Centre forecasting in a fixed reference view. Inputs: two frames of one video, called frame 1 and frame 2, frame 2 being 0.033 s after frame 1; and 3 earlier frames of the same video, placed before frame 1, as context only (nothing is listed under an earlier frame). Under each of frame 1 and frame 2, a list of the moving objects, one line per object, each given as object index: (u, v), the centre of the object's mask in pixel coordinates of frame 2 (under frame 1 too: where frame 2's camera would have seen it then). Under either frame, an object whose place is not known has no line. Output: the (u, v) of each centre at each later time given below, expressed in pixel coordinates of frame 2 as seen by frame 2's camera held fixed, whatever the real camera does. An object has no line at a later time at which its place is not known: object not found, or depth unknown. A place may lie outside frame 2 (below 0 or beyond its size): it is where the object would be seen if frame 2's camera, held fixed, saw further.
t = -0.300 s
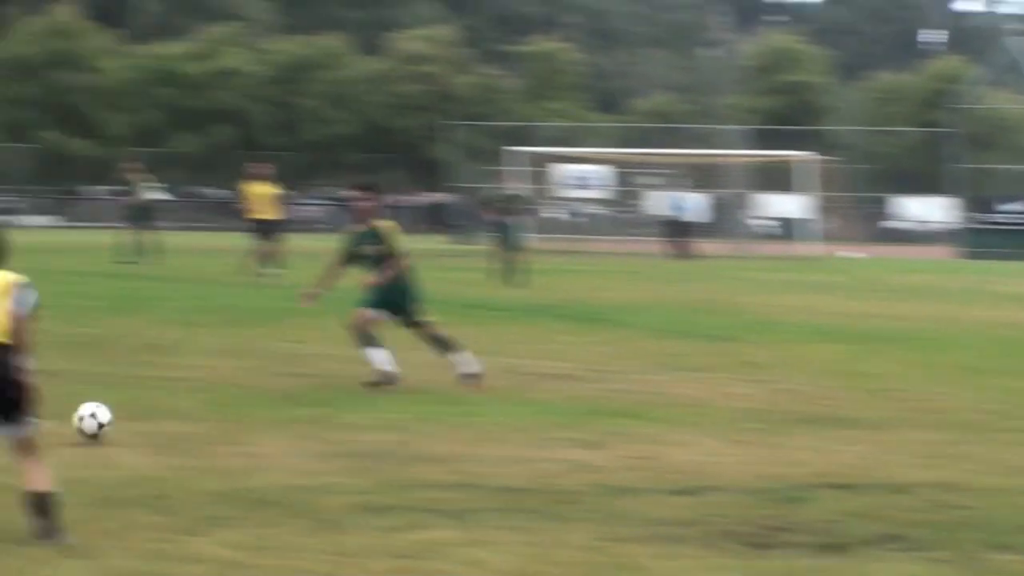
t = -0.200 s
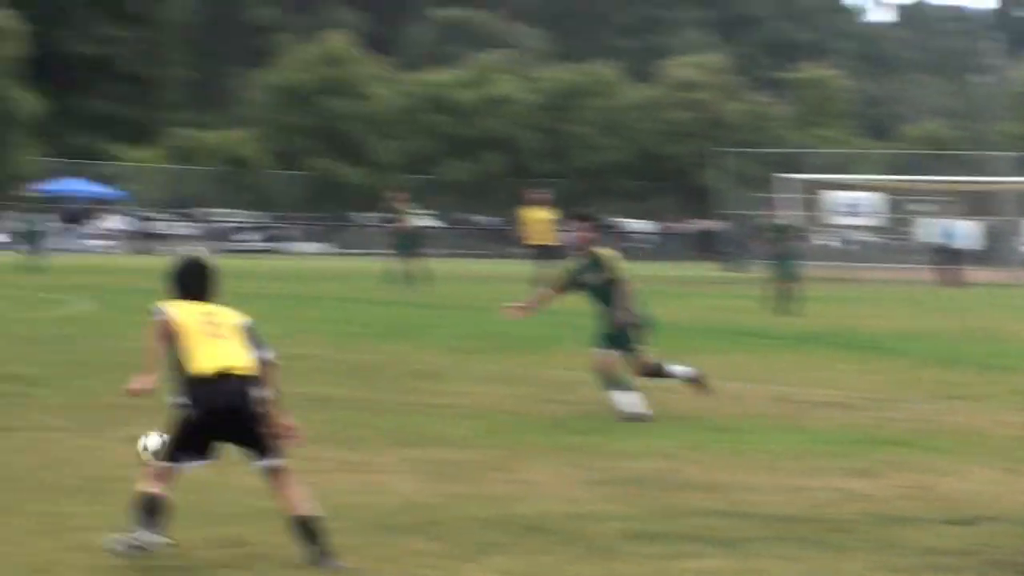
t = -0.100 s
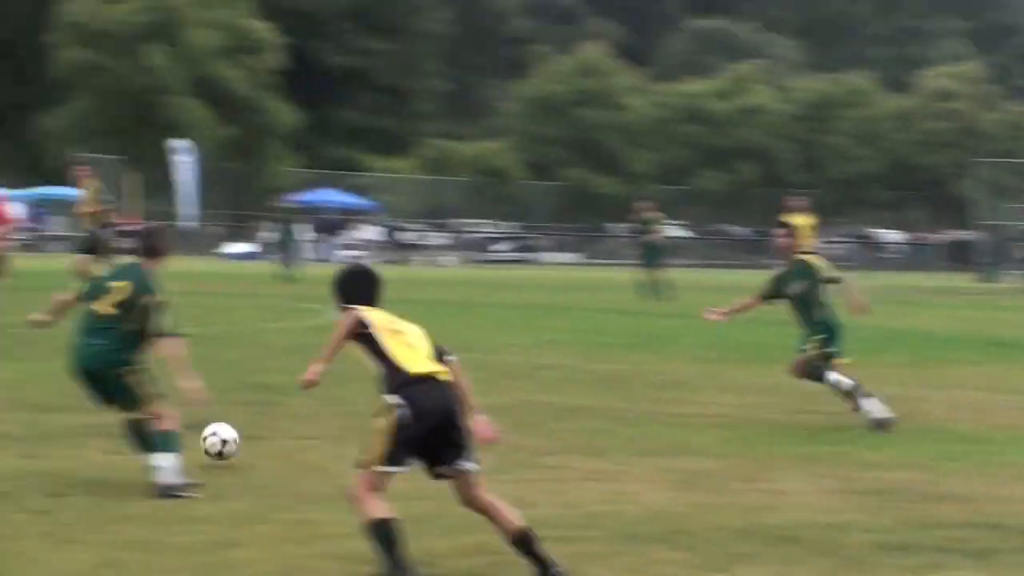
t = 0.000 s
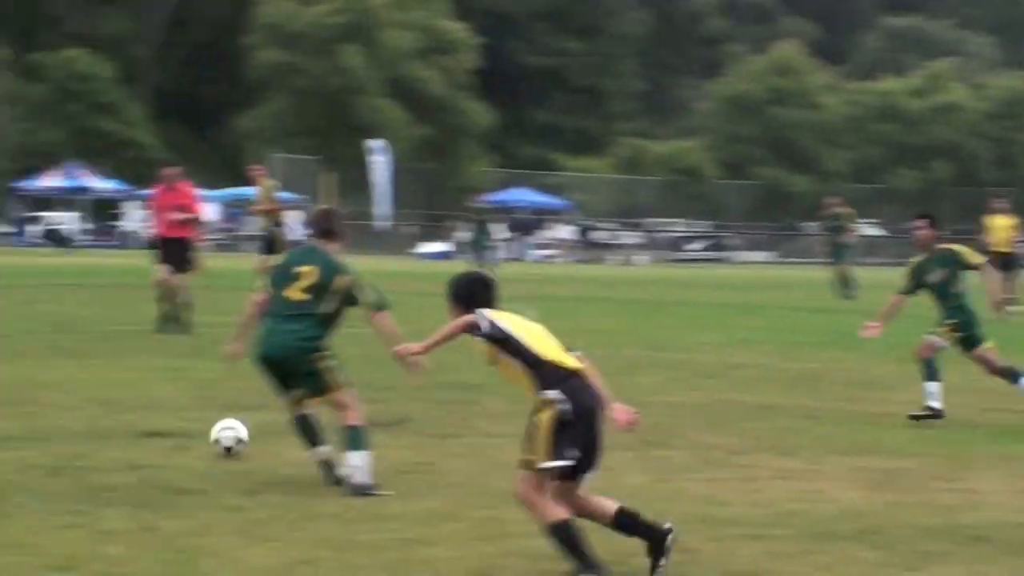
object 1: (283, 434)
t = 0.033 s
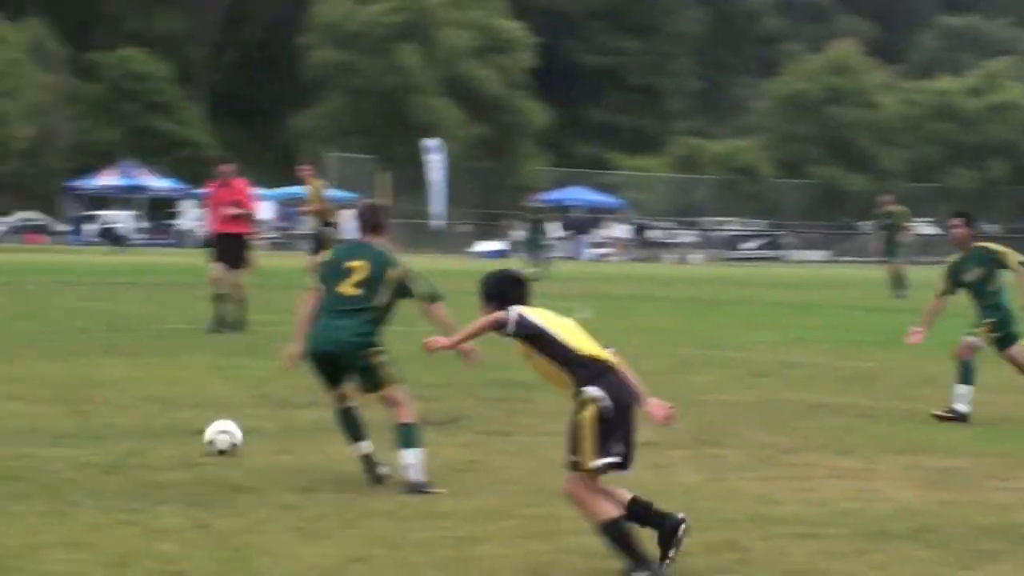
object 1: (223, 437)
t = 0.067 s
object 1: (165, 437)
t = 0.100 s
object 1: (111, 433)
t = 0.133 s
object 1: (58, 429)
